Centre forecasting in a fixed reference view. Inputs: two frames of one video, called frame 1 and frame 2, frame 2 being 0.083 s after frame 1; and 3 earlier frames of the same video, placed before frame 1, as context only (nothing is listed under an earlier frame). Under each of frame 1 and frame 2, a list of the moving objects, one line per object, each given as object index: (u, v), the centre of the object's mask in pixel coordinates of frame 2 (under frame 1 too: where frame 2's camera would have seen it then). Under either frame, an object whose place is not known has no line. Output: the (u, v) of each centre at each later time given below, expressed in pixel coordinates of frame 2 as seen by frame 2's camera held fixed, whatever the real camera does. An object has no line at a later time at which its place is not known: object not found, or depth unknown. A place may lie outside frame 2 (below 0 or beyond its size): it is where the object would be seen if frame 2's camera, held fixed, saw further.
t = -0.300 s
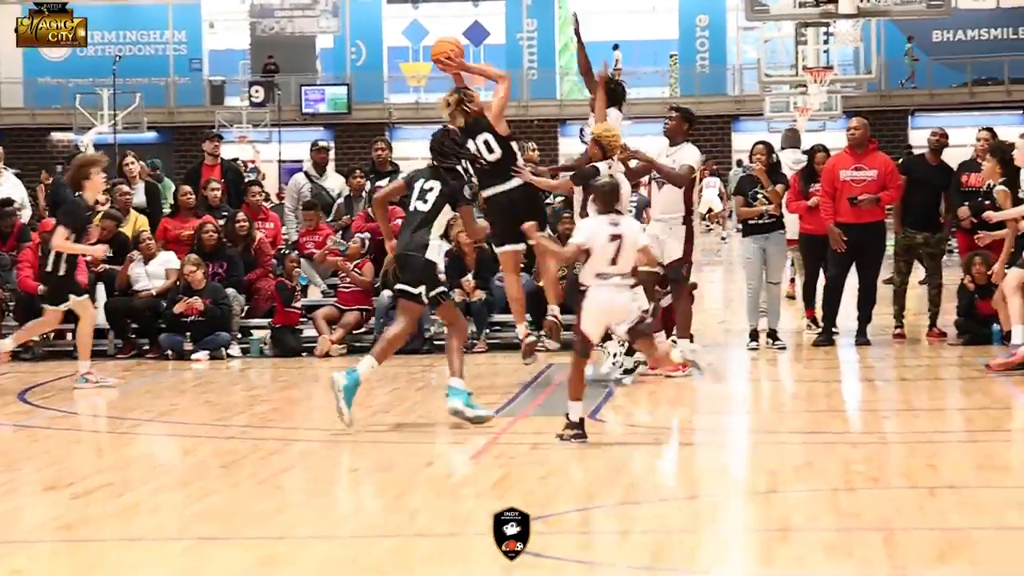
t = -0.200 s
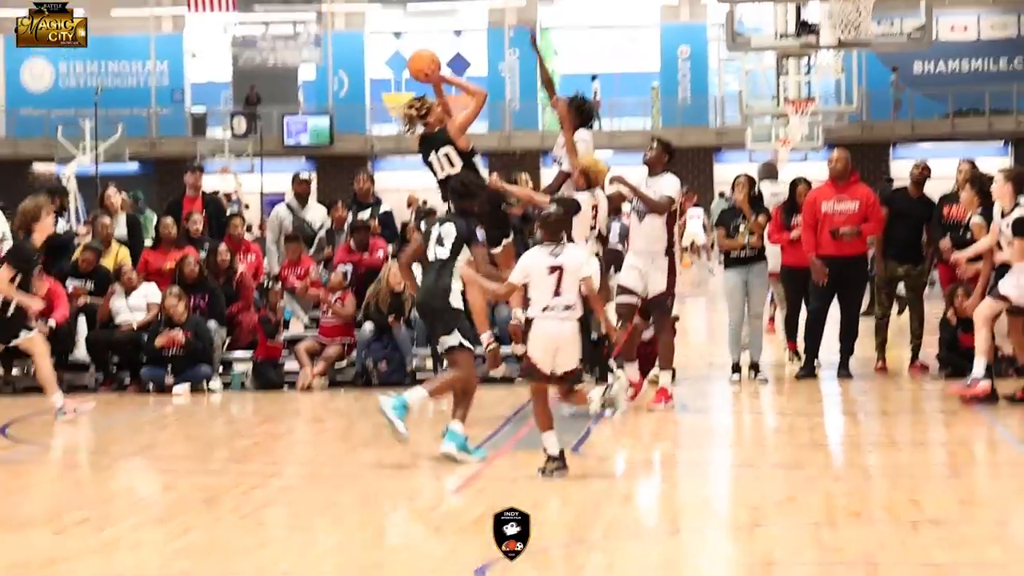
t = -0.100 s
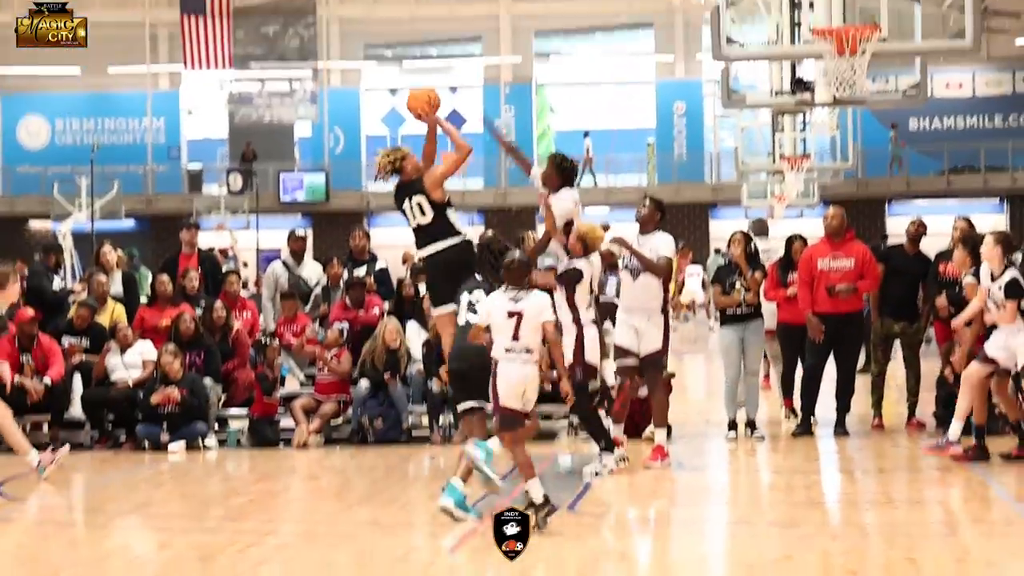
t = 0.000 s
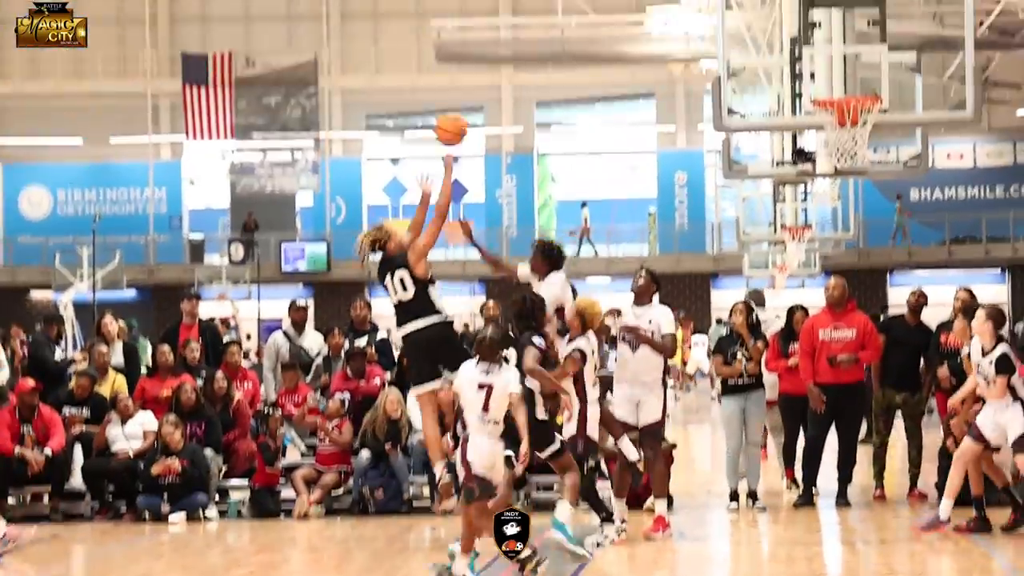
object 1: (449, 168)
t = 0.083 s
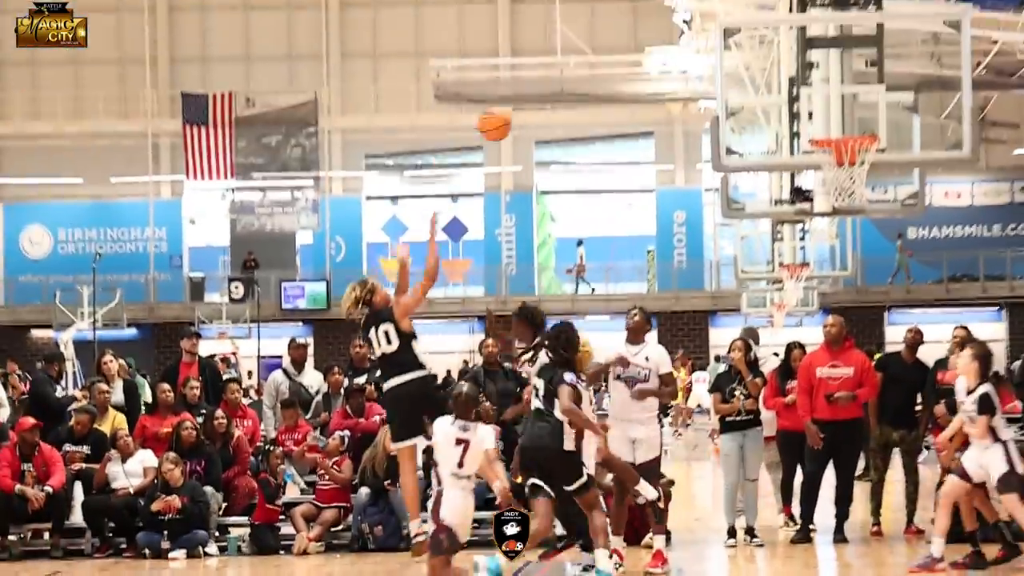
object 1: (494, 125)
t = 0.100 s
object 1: (503, 119)
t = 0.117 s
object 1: (512, 111)
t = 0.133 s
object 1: (520, 105)
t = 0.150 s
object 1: (529, 99)
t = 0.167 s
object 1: (537, 96)
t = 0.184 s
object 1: (546, 89)
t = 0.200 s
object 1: (553, 82)
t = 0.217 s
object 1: (561, 77)
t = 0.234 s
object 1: (568, 72)
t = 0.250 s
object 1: (574, 68)
